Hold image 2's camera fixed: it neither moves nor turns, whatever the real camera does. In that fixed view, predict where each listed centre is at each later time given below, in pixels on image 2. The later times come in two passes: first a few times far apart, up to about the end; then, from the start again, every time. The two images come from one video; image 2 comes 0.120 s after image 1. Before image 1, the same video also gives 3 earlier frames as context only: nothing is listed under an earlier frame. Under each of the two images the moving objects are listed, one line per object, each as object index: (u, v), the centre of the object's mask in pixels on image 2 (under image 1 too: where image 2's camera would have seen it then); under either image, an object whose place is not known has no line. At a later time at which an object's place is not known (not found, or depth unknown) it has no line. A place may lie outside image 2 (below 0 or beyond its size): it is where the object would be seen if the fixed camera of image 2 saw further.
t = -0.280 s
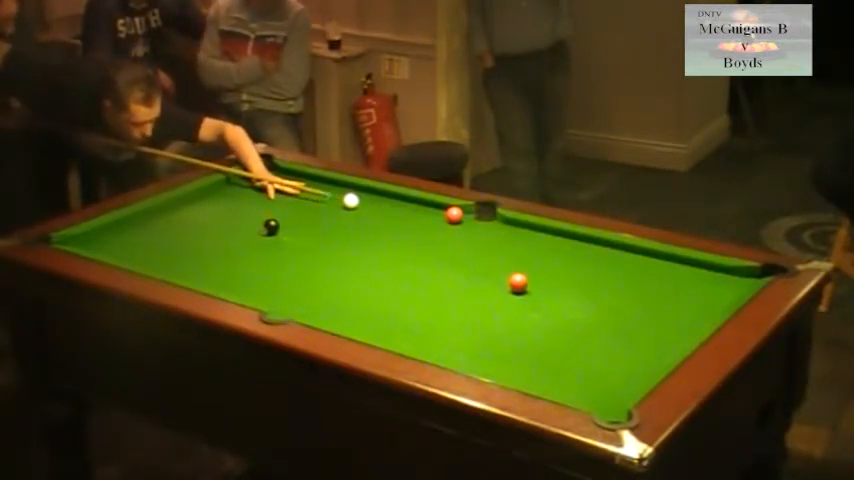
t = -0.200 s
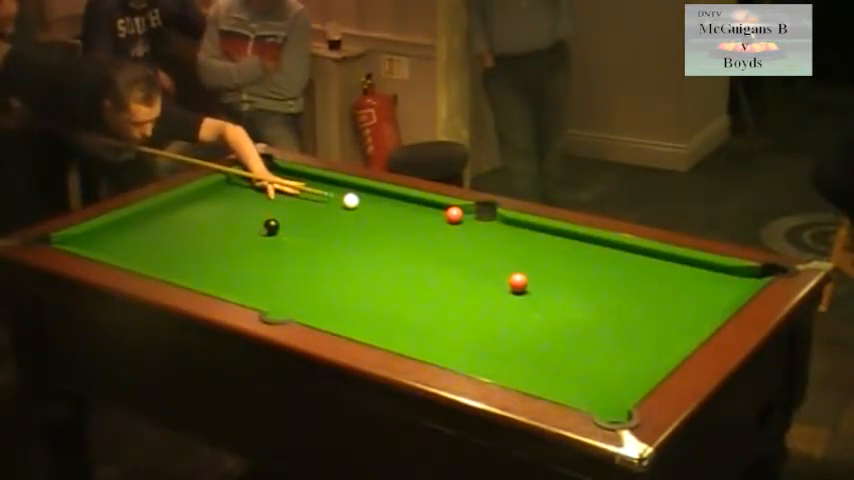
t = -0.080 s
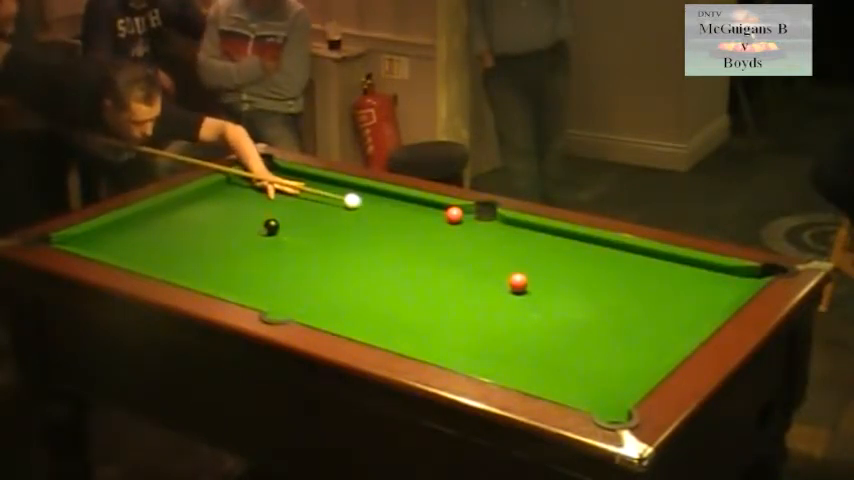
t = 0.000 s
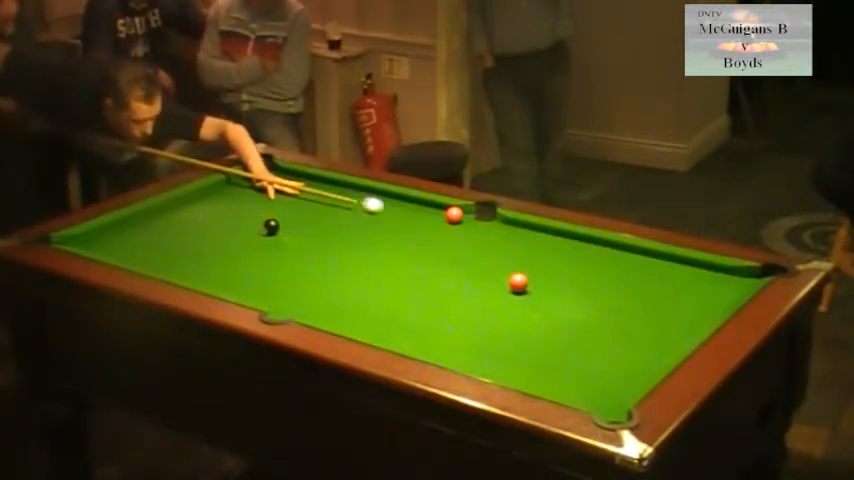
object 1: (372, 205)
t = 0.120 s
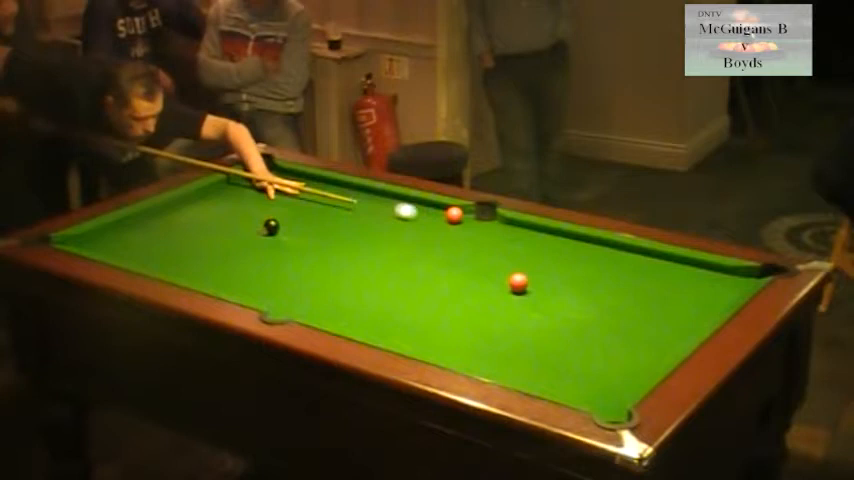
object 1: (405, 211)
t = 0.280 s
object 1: (445, 220)
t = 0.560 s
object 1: (494, 242)
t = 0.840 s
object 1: (546, 265)
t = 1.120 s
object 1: (600, 288)
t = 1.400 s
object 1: (657, 313)
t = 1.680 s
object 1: (667, 325)
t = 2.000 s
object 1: (606, 317)
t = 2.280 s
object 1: (559, 311)
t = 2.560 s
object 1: (515, 306)
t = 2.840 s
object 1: (477, 301)
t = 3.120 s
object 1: (443, 296)
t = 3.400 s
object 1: (413, 292)
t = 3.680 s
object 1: (387, 289)
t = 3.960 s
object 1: (363, 286)
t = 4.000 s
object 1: (360, 286)
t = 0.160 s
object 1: (416, 213)
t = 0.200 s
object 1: (427, 215)
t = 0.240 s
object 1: (437, 217)
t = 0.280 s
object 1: (445, 220)
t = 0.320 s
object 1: (452, 223)
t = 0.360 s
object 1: (459, 226)
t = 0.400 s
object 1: (466, 229)
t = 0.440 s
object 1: (472, 232)
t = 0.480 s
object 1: (480, 235)
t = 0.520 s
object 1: (487, 238)
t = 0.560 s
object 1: (494, 242)
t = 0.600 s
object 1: (501, 245)
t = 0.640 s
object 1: (508, 248)
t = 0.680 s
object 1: (516, 251)
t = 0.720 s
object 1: (523, 254)
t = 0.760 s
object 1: (531, 258)
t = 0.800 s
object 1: (538, 261)
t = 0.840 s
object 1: (546, 265)
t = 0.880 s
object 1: (553, 268)
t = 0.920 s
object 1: (561, 271)
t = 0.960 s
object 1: (568, 274)
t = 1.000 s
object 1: (576, 278)
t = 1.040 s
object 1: (584, 281)
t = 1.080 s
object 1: (592, 285)
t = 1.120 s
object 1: (600, 288)
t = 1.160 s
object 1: (608, 292)
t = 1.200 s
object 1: (616, 295)
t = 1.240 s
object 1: (624, 299)
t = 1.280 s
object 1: (632, 302)
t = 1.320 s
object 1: (640, 306)
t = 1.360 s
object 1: (649, 309)
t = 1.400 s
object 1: (657, 313)
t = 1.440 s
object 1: (665, 316)
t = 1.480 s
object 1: (673, 319)
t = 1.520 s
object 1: (682, 324)
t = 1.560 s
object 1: (688, 326)
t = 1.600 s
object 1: (683, 327)
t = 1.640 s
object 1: (675, 326)
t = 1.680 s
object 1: (667, 325)
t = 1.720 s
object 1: (659, 324)
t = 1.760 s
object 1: (651, 323)
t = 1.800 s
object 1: (643, 322)
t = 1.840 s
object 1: (635, 321)
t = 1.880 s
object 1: (628, 320)
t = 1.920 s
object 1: (620, 319)
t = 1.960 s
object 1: (613, 318)
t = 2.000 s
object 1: (606, 317)
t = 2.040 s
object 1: (599, 316)
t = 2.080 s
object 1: (592, 316)
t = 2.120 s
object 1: (585, 315)
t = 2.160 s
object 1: (579, 314)
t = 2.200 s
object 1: (572, 313)
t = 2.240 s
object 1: (565, 312)
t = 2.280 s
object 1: (559, 311)
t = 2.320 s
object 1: (552, 310)
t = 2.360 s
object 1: (546, 309)
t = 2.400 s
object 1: (539, 308)
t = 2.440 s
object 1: (534, 308)
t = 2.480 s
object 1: (528, 307)
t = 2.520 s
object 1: (522, 306)
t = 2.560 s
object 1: (515, 306)
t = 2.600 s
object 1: (510, 305)
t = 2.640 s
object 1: (504, 304)
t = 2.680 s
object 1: (498, 304)
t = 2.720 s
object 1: (493, 303)
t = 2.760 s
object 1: (488, 302)
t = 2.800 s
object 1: (483, 301)
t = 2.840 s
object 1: (477, 301)
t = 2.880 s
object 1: (472, 300)
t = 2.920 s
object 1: (467, 299)
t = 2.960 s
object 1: (462, 299)
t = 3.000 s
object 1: (457, 298)
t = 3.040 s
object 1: (452, 298)
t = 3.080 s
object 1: (448, 297)
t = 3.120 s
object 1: (443, 296)
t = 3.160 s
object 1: (439, 296)
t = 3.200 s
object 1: (434, 295)
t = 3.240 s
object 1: (430, 295)
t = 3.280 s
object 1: (425, 294)
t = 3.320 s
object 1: (421, 293)
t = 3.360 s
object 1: (417, 293)
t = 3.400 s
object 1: (413, 292)
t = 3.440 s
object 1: (409, 292)
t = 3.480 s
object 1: (405, 291)
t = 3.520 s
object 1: (401, 291)
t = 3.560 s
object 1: (397, 290)
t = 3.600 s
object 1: (394, 290)
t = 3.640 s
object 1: (390, 289)
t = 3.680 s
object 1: (387, 289)
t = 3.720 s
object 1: (383, 288)
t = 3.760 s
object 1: (380, 288)
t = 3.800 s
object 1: (376, 288)
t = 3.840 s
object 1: (373, 287)
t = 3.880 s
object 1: (369, 287)
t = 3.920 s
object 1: (366, 287)
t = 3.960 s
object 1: (363, 286)
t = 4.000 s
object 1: (360, 286)
